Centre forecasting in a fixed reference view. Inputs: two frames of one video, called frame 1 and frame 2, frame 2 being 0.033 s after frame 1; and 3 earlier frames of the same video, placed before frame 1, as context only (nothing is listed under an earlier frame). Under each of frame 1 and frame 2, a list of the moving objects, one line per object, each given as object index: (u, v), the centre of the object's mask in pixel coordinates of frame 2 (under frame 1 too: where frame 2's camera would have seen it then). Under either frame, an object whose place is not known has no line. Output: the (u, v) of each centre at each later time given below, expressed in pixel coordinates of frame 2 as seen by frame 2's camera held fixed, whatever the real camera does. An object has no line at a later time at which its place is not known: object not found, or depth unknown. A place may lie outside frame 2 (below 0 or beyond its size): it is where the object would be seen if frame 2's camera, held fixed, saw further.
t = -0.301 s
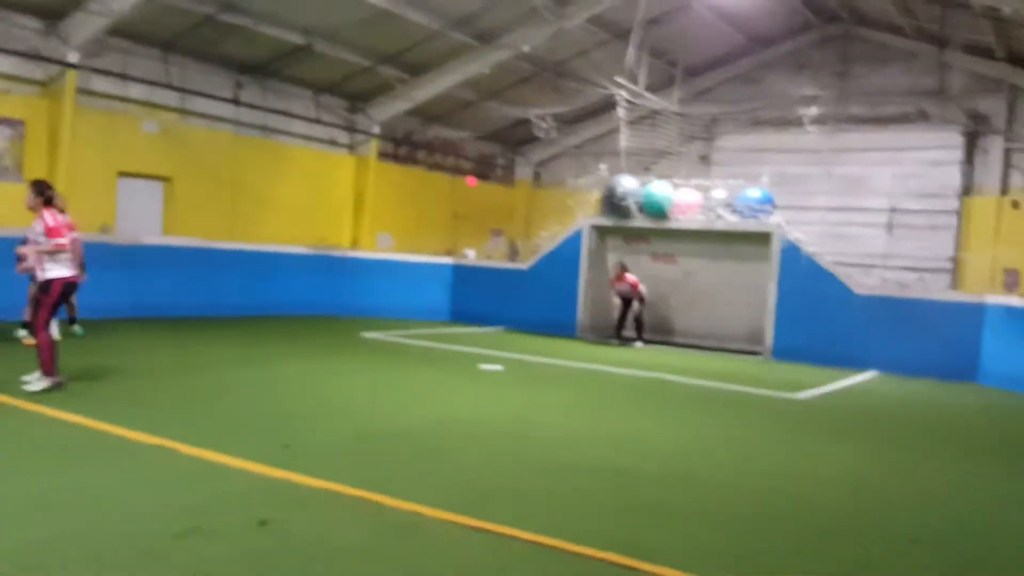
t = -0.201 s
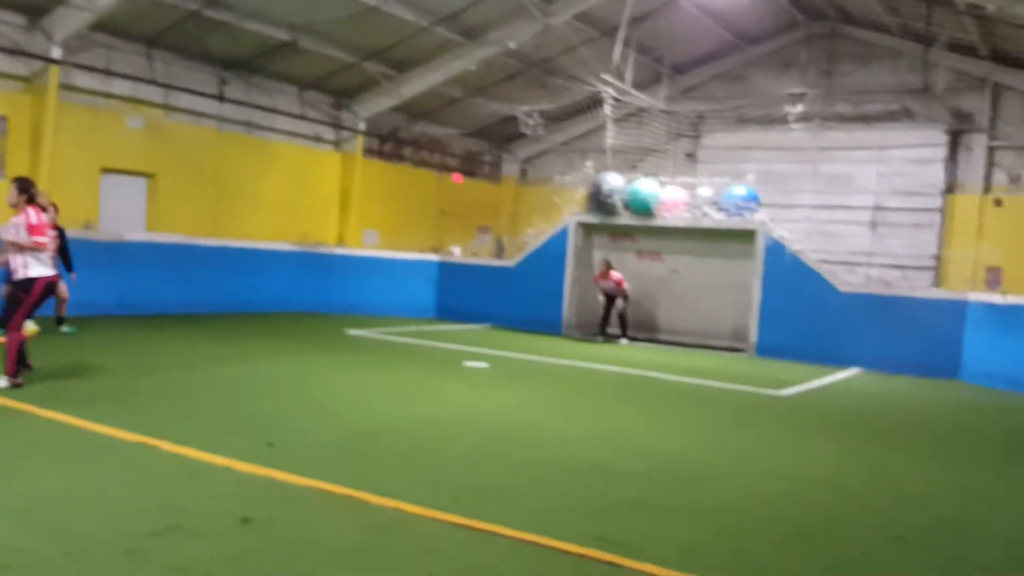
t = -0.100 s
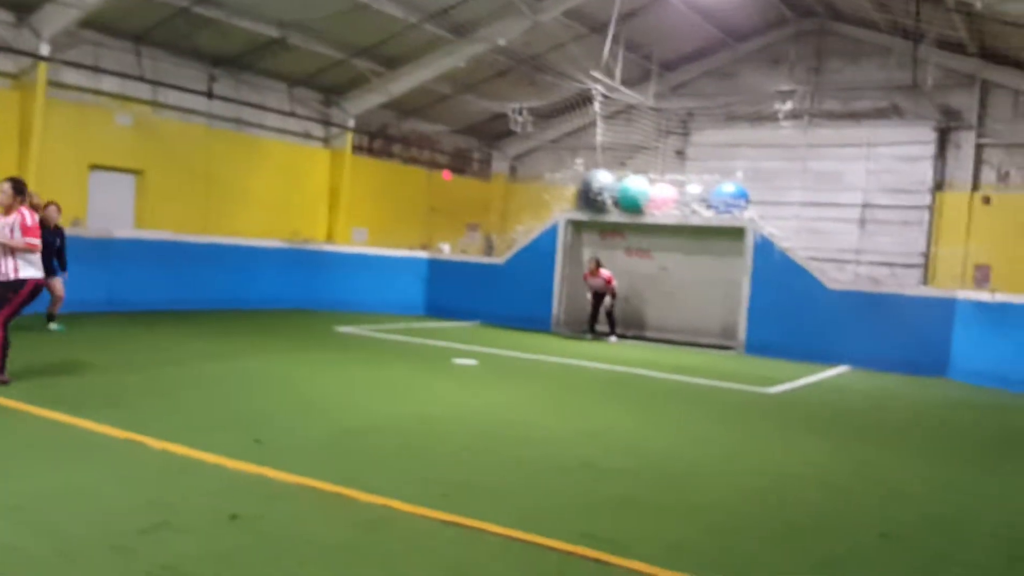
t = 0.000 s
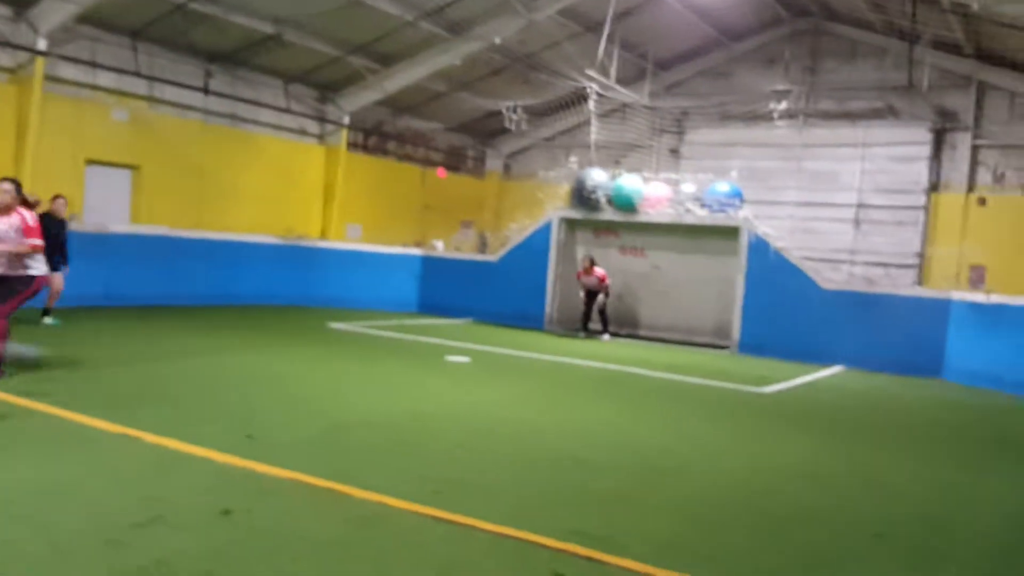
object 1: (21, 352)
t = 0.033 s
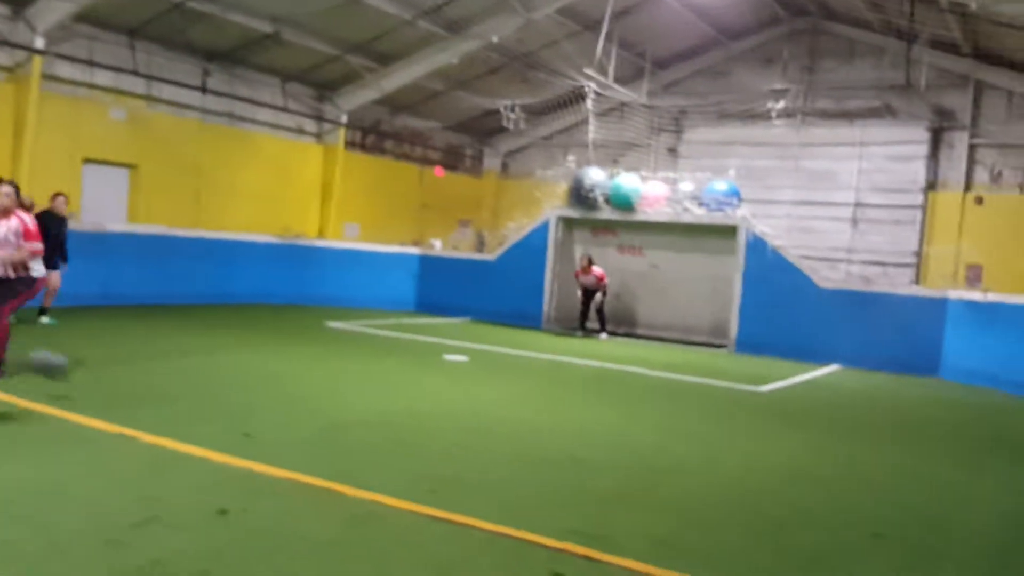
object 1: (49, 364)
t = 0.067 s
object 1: (80, 377)
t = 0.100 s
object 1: (113, 393)
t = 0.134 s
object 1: (141, 399)
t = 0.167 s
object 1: (162, 396)
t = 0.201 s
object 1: (183, 393)
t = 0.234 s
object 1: (208, 392)
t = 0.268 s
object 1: (232, 393)
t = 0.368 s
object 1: (305, 405)
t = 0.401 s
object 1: (326, 414)
